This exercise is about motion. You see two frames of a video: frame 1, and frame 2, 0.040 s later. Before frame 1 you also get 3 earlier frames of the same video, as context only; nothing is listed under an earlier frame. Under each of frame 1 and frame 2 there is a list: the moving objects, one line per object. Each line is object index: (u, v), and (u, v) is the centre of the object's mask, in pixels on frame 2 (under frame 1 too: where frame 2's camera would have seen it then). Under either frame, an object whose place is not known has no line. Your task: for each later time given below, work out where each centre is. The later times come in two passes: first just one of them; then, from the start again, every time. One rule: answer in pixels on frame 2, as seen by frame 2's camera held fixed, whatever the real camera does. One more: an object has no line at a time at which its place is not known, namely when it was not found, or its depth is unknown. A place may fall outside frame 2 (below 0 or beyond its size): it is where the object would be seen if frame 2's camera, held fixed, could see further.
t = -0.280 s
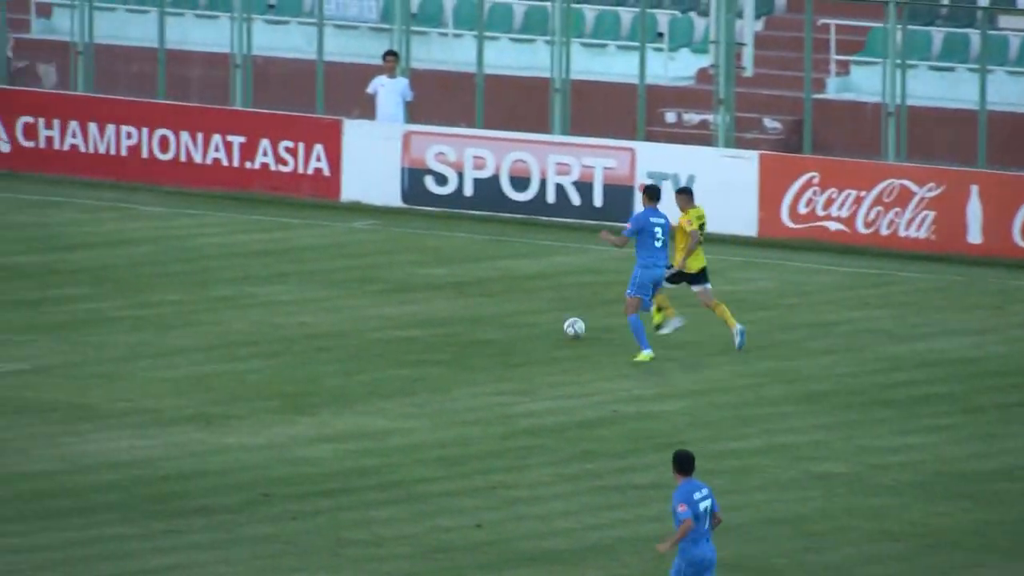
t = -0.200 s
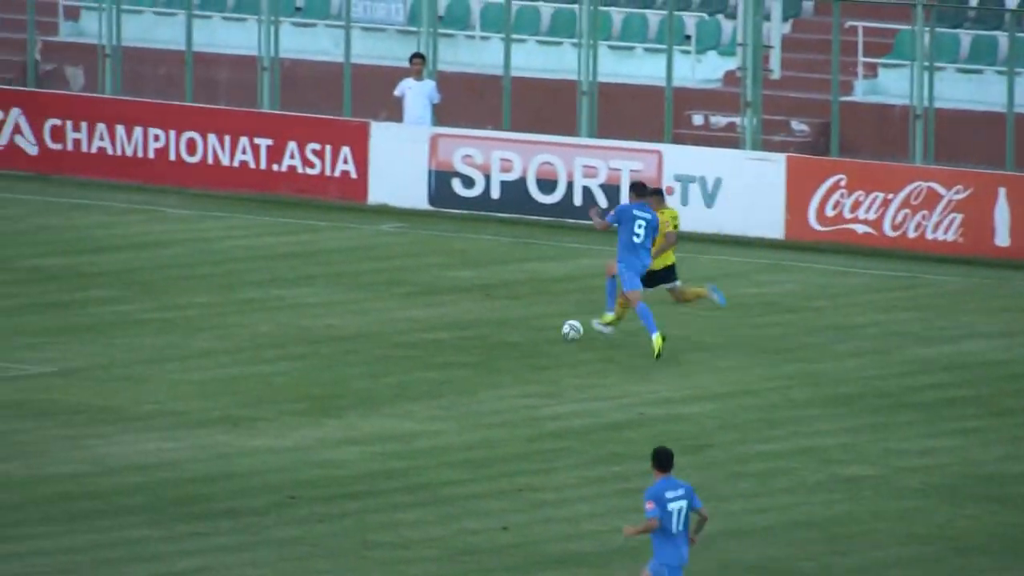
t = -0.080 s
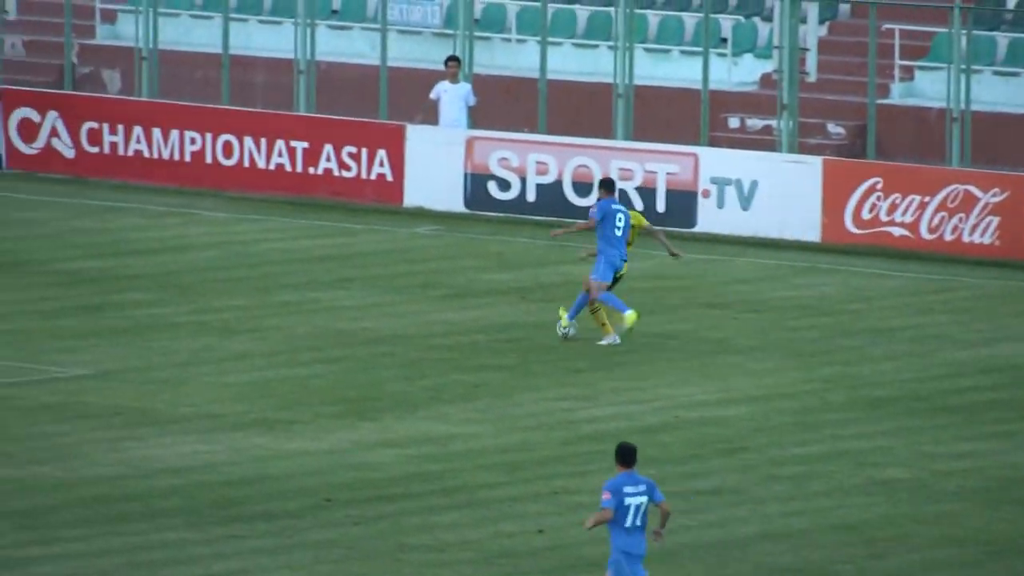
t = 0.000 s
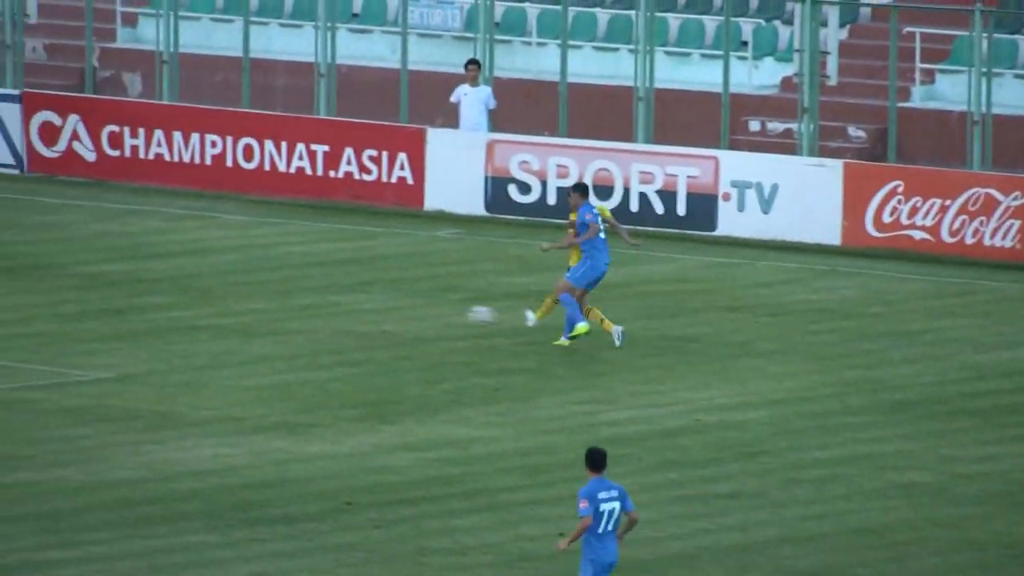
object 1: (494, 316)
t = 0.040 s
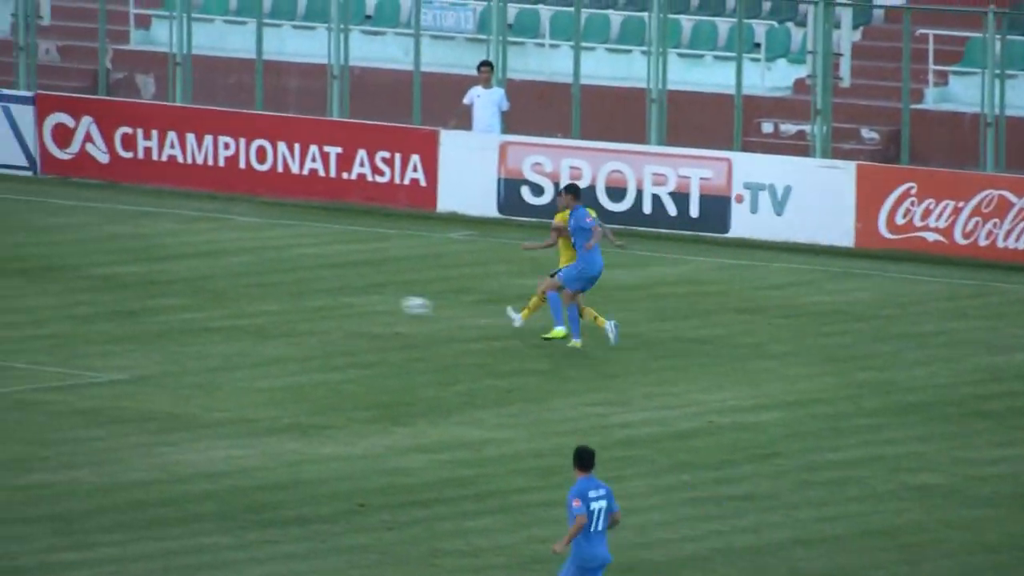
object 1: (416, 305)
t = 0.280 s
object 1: (-60, 277)
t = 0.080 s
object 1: (336, 296)
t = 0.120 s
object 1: (257, 288)
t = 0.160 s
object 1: (179, 283)
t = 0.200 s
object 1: (100, 279)
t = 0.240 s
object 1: (20, 277)
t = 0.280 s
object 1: (-60, 277)
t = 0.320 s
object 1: (-140, 279)
